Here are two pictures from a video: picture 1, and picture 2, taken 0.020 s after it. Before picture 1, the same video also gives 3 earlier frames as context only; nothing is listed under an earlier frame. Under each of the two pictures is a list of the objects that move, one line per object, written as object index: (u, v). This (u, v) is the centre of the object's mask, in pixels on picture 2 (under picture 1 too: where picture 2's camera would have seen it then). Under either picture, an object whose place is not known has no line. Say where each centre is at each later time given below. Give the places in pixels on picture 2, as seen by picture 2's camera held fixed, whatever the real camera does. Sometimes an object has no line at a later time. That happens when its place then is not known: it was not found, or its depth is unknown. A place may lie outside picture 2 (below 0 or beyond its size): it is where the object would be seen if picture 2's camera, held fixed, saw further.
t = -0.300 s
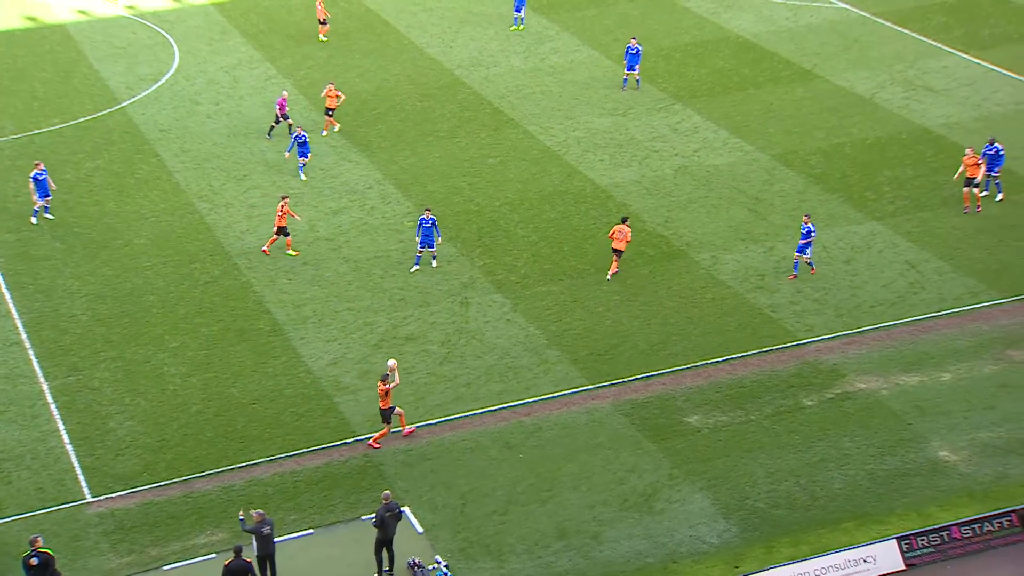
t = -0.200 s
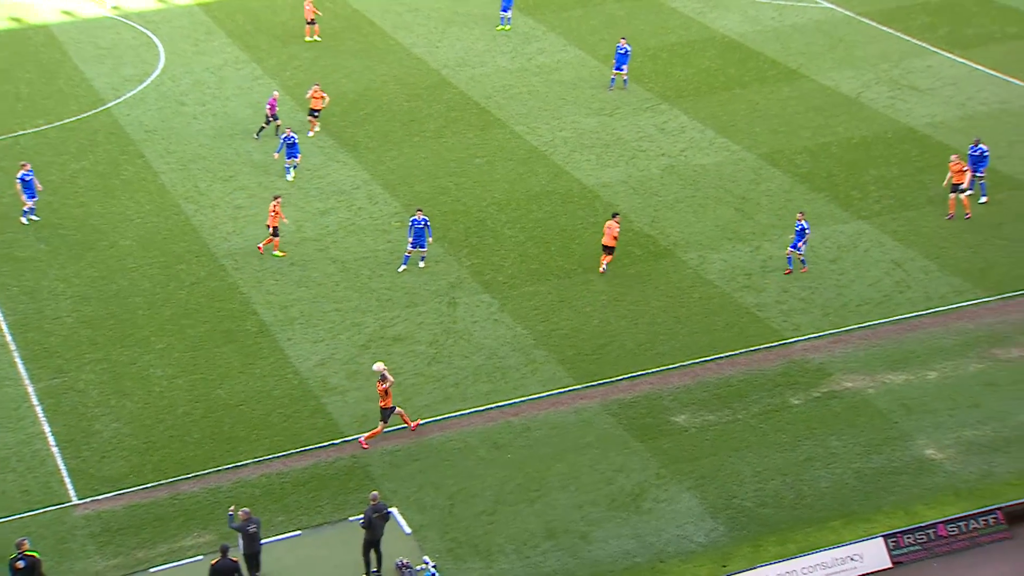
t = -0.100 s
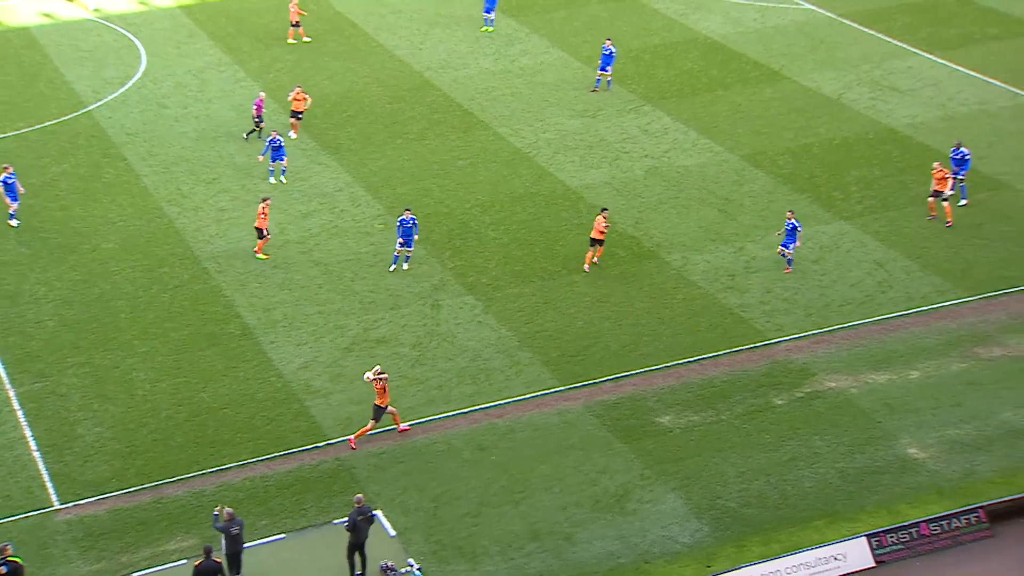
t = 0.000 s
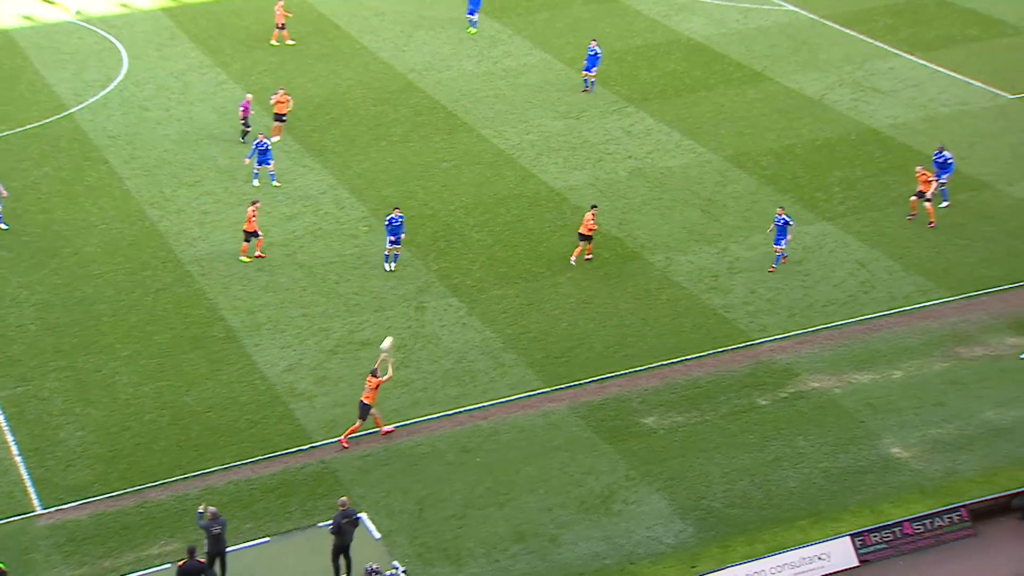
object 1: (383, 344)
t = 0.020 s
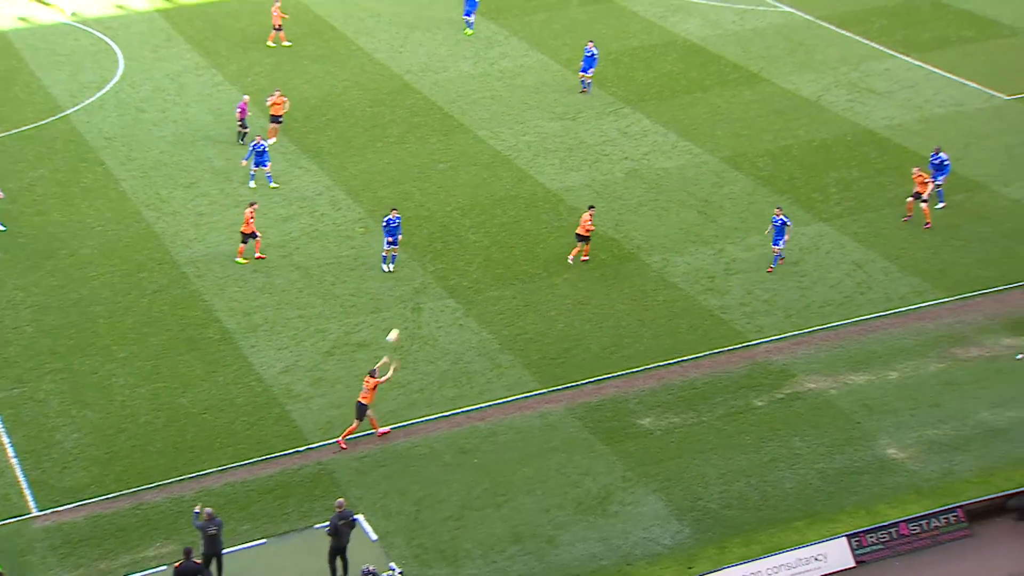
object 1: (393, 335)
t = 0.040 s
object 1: (402, 326)
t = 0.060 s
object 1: (412, 317)
